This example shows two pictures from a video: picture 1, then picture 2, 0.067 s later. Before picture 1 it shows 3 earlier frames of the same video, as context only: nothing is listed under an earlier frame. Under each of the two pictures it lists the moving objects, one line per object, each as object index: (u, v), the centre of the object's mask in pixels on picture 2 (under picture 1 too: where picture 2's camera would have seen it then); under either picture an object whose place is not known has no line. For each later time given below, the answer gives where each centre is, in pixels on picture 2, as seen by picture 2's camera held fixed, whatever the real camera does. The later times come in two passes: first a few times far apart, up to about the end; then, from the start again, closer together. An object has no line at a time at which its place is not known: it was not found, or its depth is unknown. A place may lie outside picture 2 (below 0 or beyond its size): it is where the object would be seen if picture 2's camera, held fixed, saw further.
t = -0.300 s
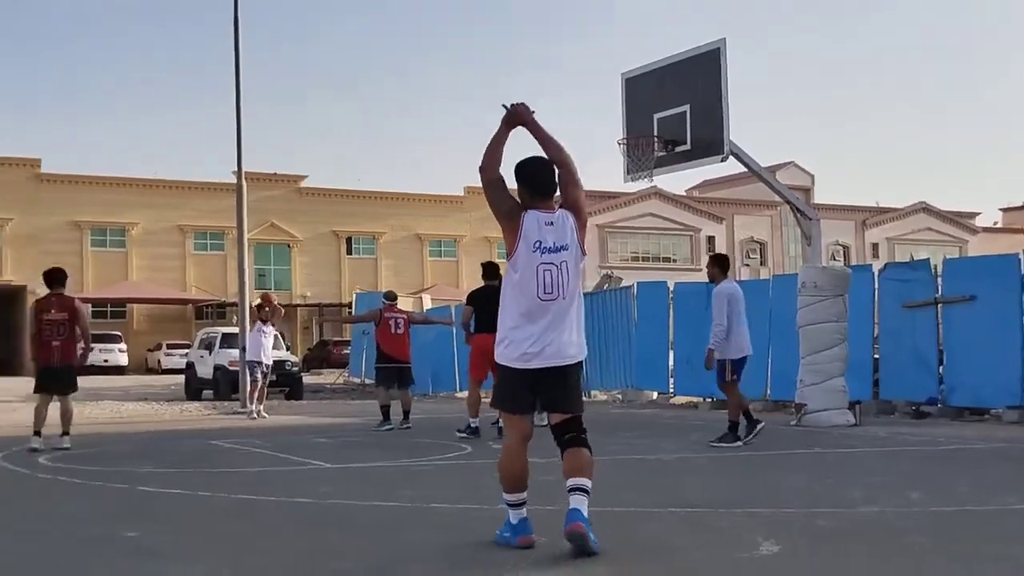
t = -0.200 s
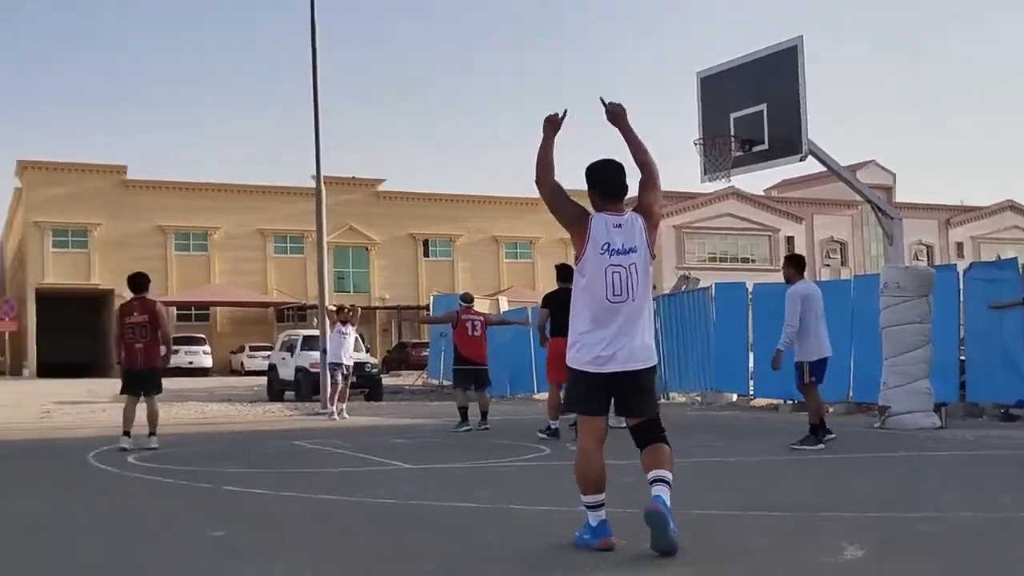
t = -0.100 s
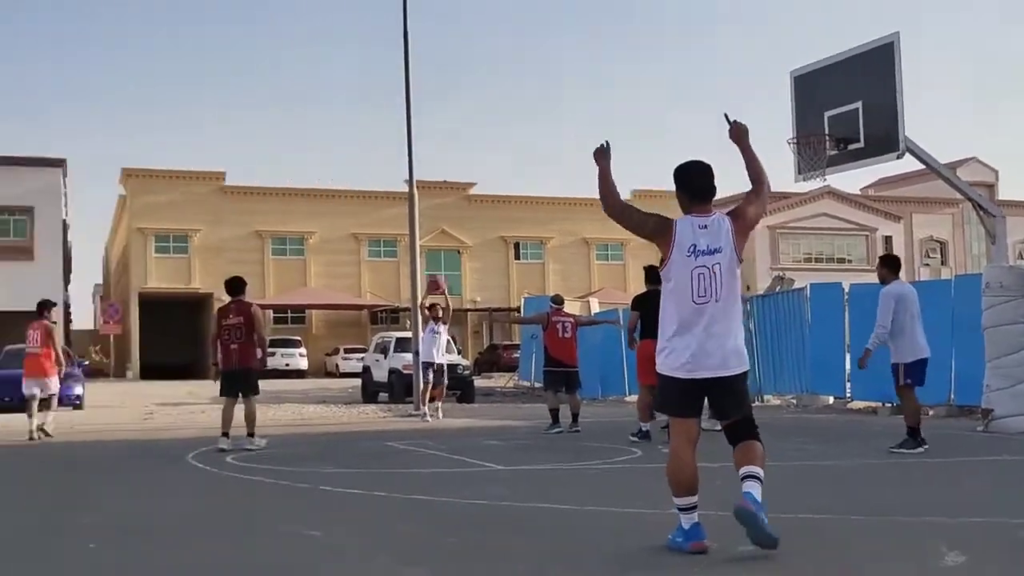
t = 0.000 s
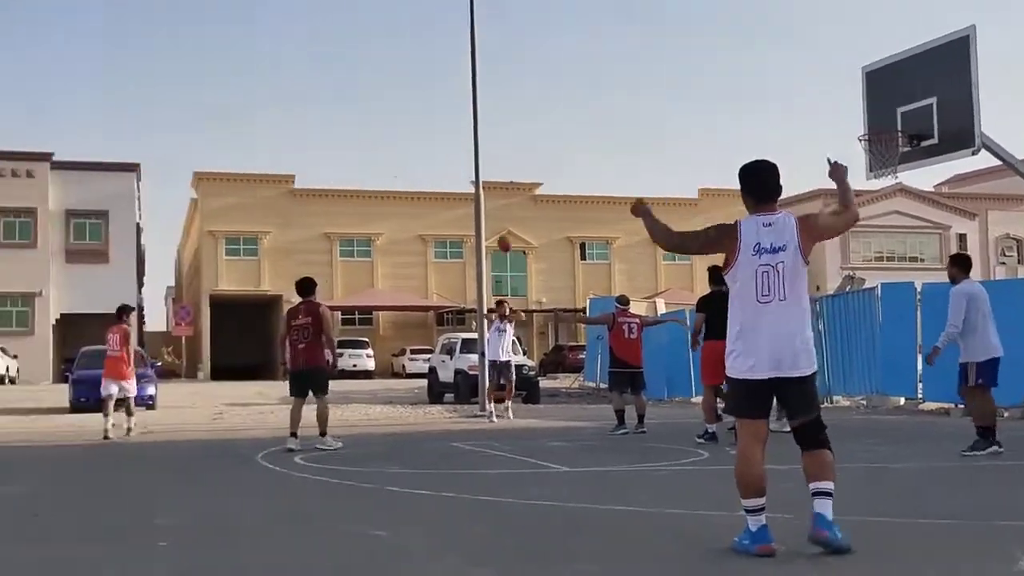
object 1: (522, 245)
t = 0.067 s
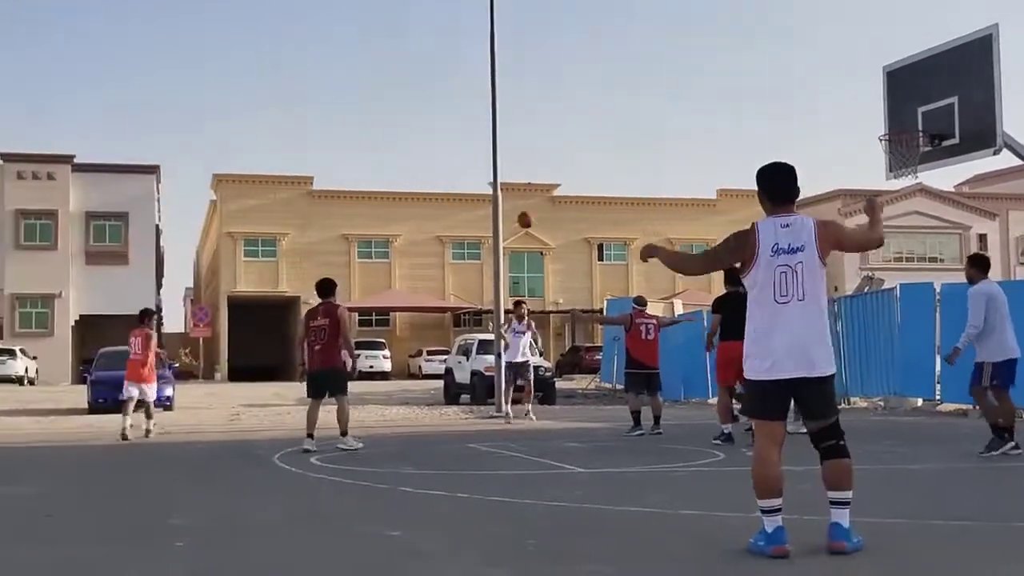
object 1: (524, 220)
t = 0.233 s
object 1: (535, 163)
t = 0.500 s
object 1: (554, 99)
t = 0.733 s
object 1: (574, 93)
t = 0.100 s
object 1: (526, 208)
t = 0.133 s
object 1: (528, 197)
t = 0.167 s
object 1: (530, 185)
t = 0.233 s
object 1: (535, 163)
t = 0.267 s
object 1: (537, 153)
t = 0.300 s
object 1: (539, 143)
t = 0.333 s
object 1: (541, 134)
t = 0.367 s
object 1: (544, 126)
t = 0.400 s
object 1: (546, 118)
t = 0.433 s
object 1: (549, 111)
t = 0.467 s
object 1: (551, 104)
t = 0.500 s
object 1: (554, 99)
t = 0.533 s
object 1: (557, 95)
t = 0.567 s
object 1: (560, 92)
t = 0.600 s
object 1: (563, 89)
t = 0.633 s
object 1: (565, 89)
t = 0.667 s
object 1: (568, 89)
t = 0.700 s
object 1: (571, 90)
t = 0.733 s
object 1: (574, 93)
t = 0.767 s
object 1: (578, 98)
